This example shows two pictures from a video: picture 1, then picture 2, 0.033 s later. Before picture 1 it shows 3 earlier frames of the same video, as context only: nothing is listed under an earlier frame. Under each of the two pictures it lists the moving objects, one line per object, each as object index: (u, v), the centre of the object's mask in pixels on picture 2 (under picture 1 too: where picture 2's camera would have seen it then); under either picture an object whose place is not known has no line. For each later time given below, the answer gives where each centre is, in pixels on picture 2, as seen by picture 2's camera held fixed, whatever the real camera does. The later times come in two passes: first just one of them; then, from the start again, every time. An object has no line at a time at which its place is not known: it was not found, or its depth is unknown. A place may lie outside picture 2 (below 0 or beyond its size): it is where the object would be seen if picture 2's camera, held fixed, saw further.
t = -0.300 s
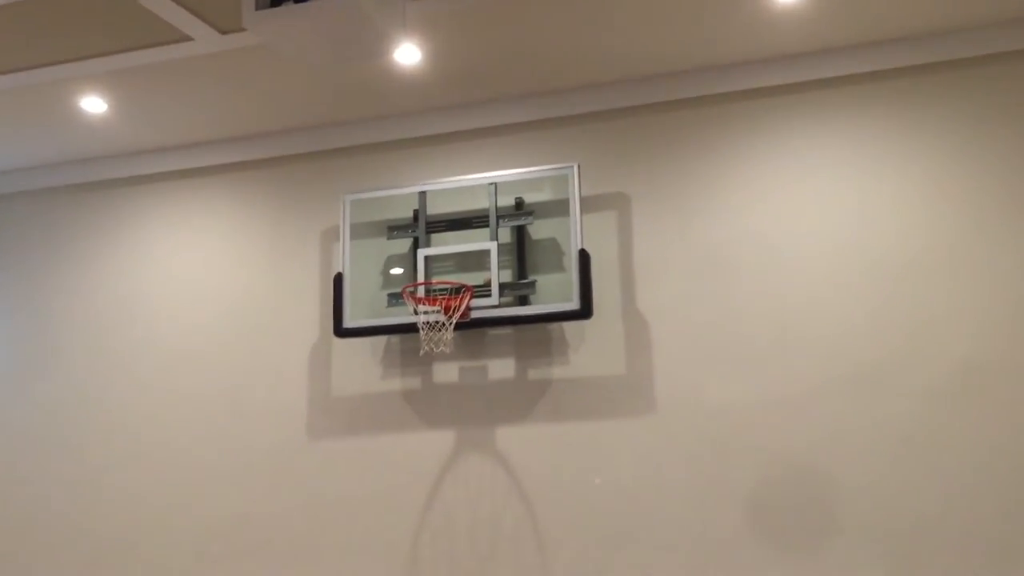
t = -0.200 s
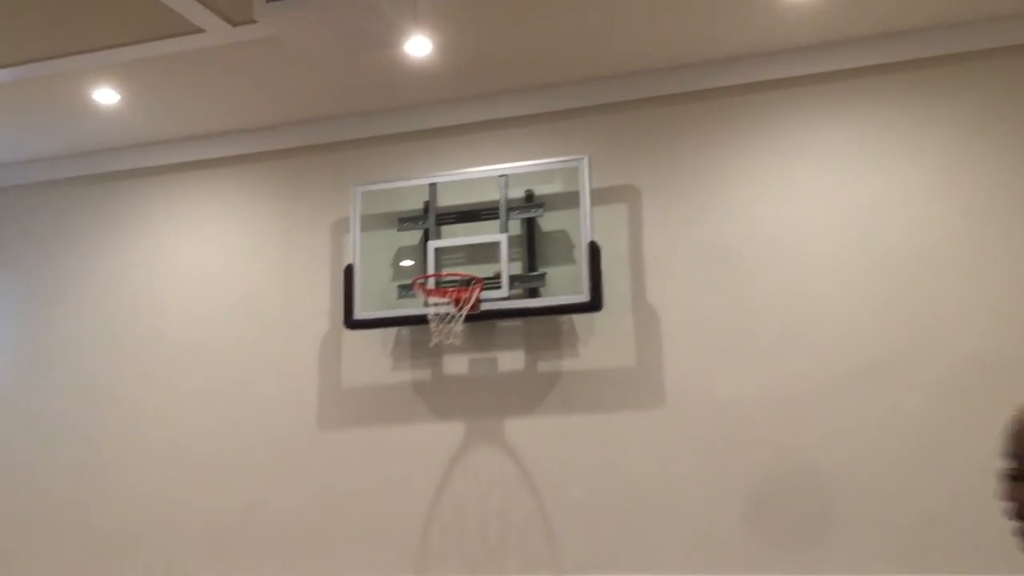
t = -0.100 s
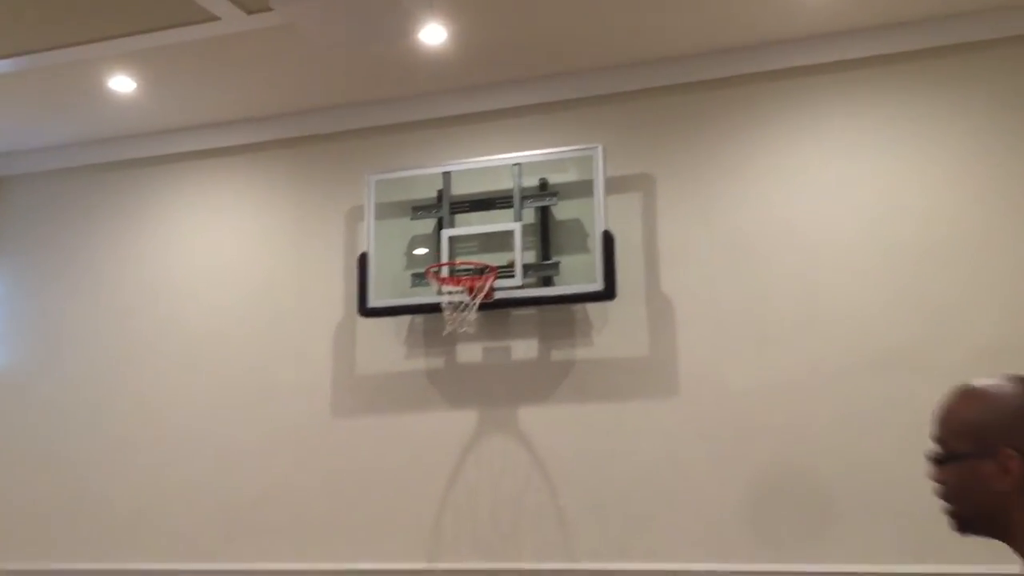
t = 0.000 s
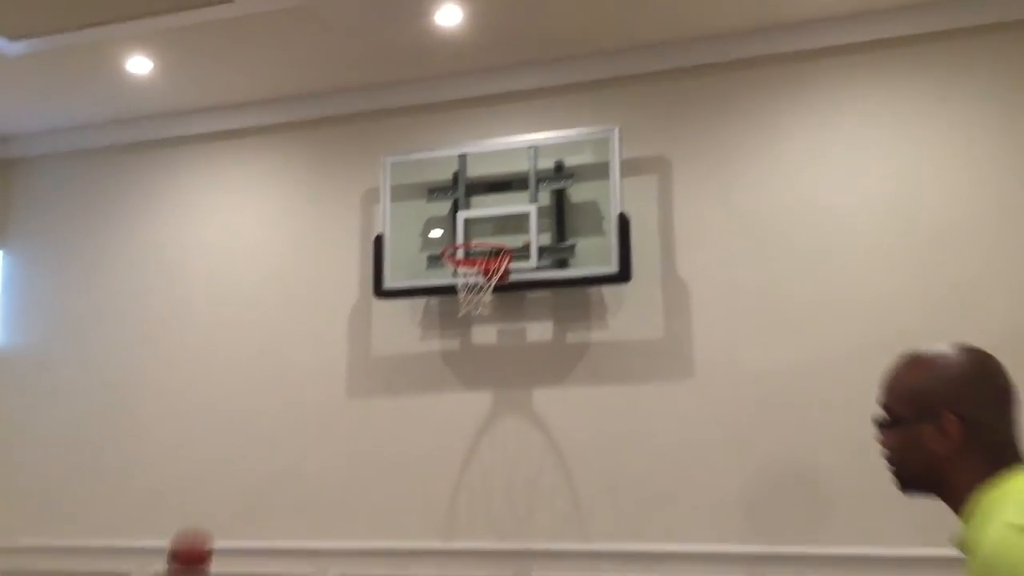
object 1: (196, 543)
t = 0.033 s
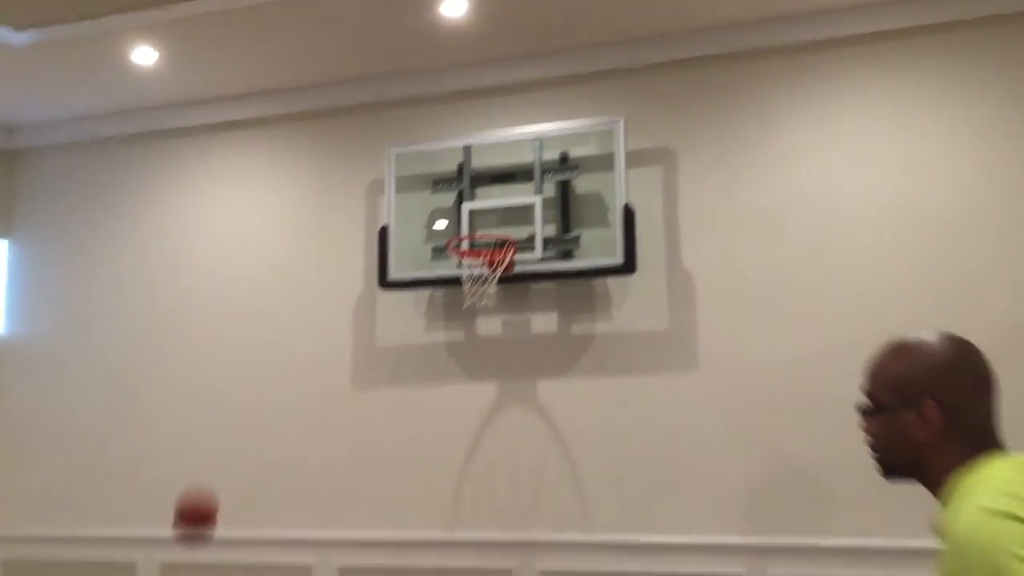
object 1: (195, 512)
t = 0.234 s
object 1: (200, 373)
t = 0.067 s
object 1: (197, 483)
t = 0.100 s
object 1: (197, 456)
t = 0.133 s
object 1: (198, 431)
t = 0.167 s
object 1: (199, 410)
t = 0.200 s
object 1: (200, 390)
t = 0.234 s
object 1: (200, 373)
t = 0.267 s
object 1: (201, 358)
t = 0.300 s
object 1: (202, 345)
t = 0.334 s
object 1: (202, 333)
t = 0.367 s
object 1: (203, 323)
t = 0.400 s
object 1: (203, 315)
